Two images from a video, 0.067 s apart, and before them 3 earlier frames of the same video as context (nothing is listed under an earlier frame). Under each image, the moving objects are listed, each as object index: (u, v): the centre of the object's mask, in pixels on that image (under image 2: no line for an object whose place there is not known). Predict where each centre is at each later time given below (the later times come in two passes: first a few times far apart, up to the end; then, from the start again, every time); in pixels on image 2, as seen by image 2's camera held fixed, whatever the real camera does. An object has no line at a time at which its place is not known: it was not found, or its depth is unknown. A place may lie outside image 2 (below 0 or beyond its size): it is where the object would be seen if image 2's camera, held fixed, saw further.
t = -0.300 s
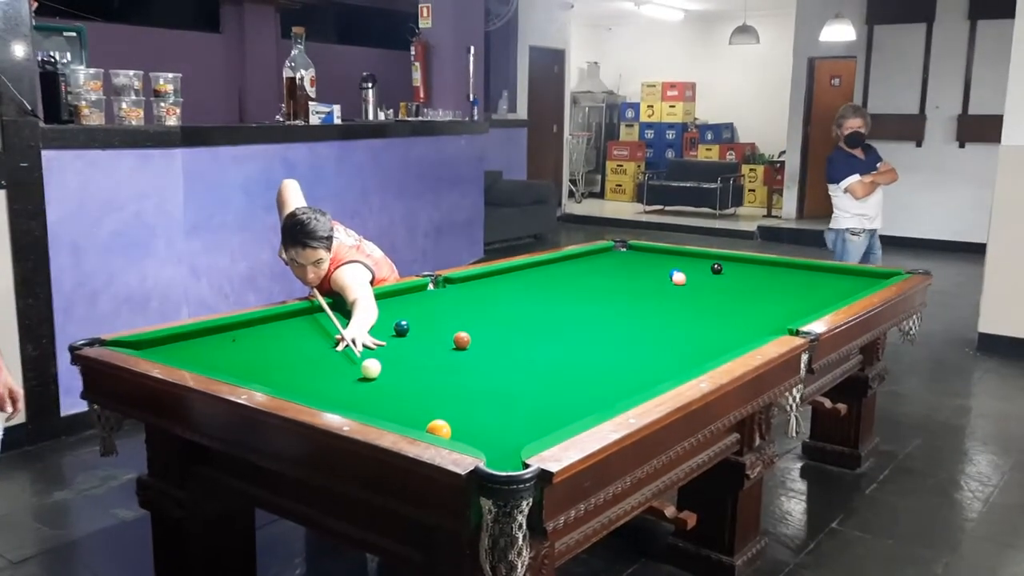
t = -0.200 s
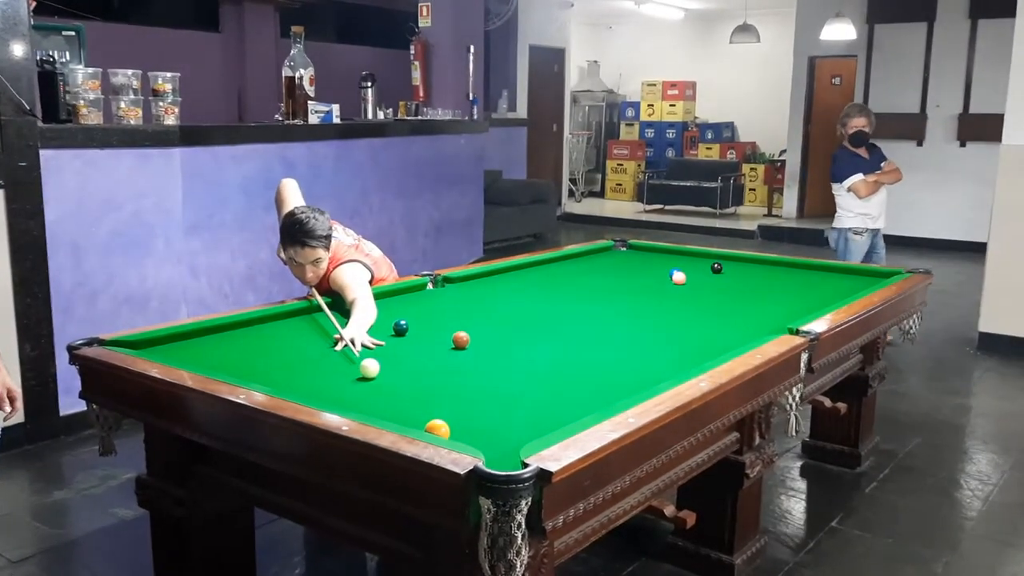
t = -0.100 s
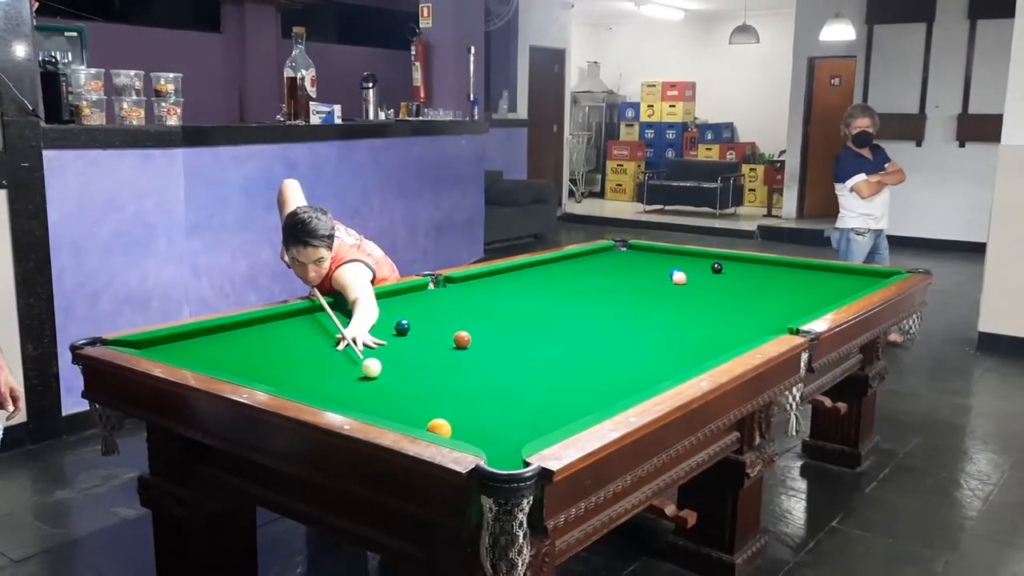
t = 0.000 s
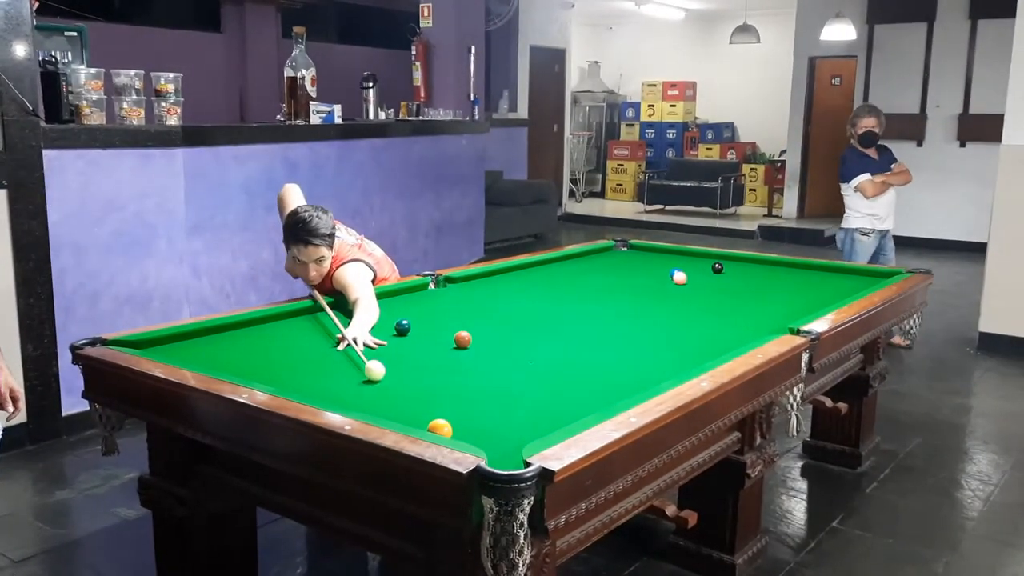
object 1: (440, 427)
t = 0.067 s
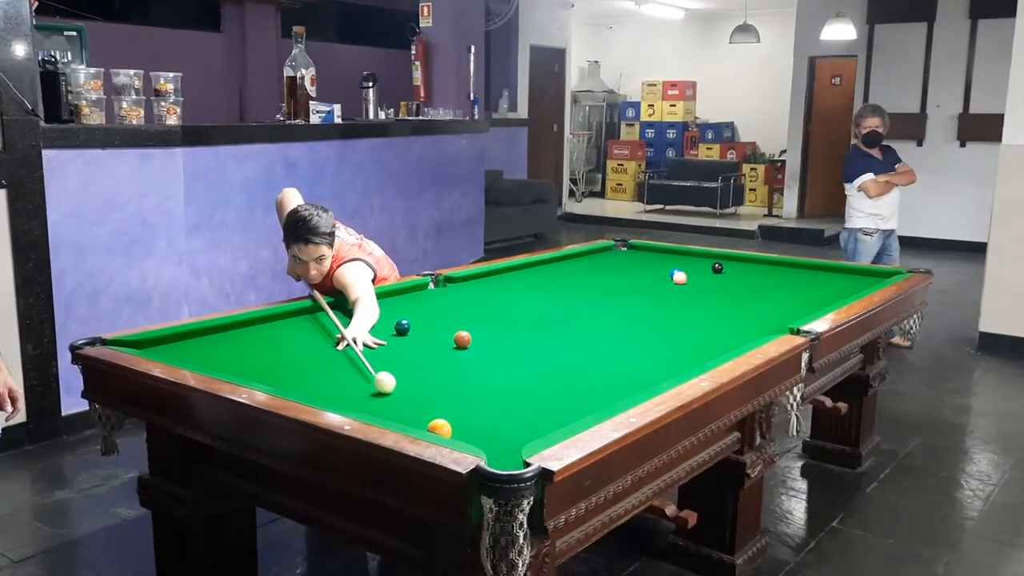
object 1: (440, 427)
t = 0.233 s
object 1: (440, 428)
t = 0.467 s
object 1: (477, 440)
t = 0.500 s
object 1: (485, 444)
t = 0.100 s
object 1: (440, 428)
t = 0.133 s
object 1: (440, 428)
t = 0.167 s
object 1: (440, 428)
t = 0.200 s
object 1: (440, 428)
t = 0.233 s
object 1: (440, 428)
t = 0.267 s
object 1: (440, 428)
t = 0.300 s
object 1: (440, 428)
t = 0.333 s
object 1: (444, 429)
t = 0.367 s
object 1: (453, 432)
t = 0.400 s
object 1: (462, 435)
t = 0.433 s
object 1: (470, 437)
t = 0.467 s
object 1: (477, 440)
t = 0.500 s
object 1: (485, 444)
